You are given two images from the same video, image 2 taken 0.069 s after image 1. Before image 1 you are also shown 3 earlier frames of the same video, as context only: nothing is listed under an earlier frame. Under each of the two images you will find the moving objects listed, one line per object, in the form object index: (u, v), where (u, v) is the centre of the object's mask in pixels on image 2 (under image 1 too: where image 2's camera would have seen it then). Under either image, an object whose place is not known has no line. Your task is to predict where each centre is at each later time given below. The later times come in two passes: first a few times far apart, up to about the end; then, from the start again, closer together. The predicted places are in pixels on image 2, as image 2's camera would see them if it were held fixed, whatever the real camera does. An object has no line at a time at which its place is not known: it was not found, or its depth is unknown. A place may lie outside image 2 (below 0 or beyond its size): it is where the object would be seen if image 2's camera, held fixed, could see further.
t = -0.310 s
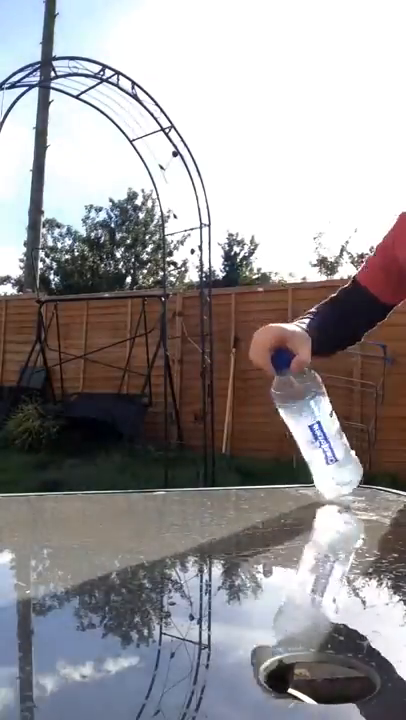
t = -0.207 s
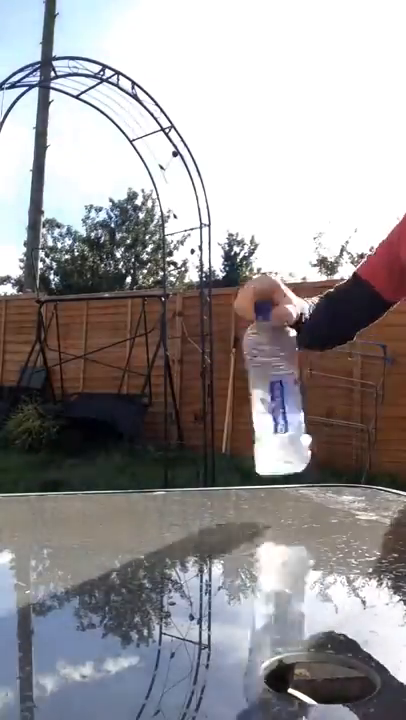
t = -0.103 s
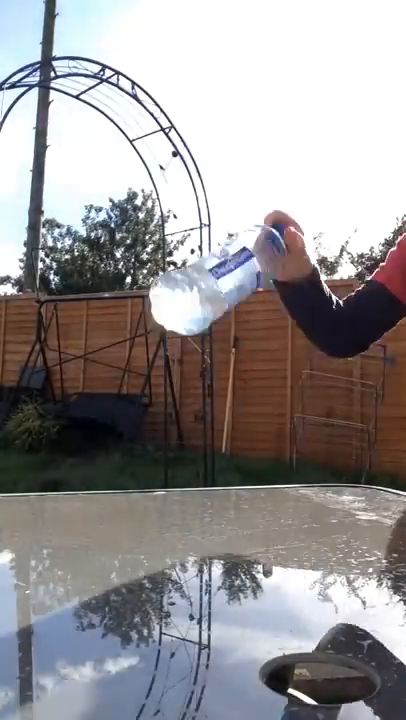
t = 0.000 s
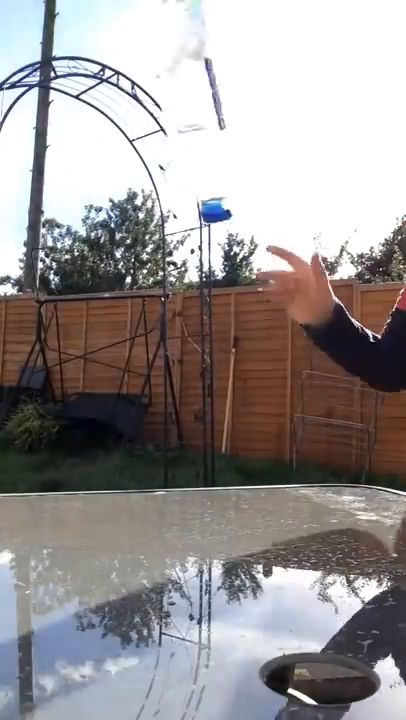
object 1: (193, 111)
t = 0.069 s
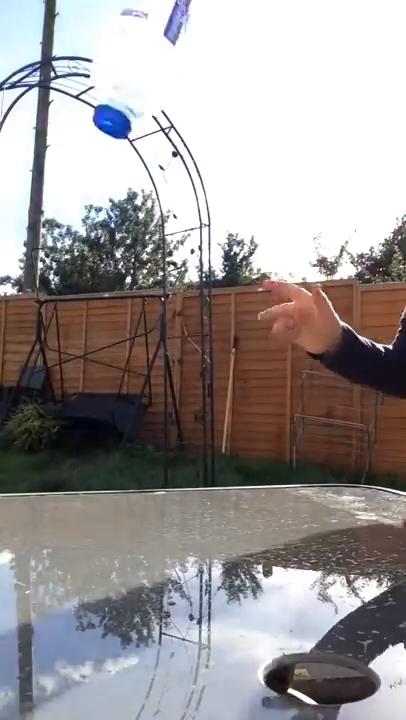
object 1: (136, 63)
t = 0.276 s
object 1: (124, 37)
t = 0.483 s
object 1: (40, 429)
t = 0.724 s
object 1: (79, 558)
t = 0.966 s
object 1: (70, 558)
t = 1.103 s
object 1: (72, 560)
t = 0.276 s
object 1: (124, 37)
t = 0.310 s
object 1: (86, 68)
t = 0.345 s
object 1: (62, 135)
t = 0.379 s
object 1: (50, 245)
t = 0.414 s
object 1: (39, 389)
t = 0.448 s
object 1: (40, 442)
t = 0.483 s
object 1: (40, 429)
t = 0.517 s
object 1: (46, 422)
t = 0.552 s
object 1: (55, 421)
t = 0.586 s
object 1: (62, 430)
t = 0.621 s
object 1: (72, 455)
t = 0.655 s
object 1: (80, 496)
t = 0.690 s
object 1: (82, 554)
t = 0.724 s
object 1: (79, 558)
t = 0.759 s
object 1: (77, 560)
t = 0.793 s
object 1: (74, 559)
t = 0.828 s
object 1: (72, 559)
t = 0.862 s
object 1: (71, 559)
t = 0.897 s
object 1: (70, 557)
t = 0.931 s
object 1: (70, 558)
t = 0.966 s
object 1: (70, 558)
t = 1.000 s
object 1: (70, 557)
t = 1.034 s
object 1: (69, 557)
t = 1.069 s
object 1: (70, 559)
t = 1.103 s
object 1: (72, 560)
